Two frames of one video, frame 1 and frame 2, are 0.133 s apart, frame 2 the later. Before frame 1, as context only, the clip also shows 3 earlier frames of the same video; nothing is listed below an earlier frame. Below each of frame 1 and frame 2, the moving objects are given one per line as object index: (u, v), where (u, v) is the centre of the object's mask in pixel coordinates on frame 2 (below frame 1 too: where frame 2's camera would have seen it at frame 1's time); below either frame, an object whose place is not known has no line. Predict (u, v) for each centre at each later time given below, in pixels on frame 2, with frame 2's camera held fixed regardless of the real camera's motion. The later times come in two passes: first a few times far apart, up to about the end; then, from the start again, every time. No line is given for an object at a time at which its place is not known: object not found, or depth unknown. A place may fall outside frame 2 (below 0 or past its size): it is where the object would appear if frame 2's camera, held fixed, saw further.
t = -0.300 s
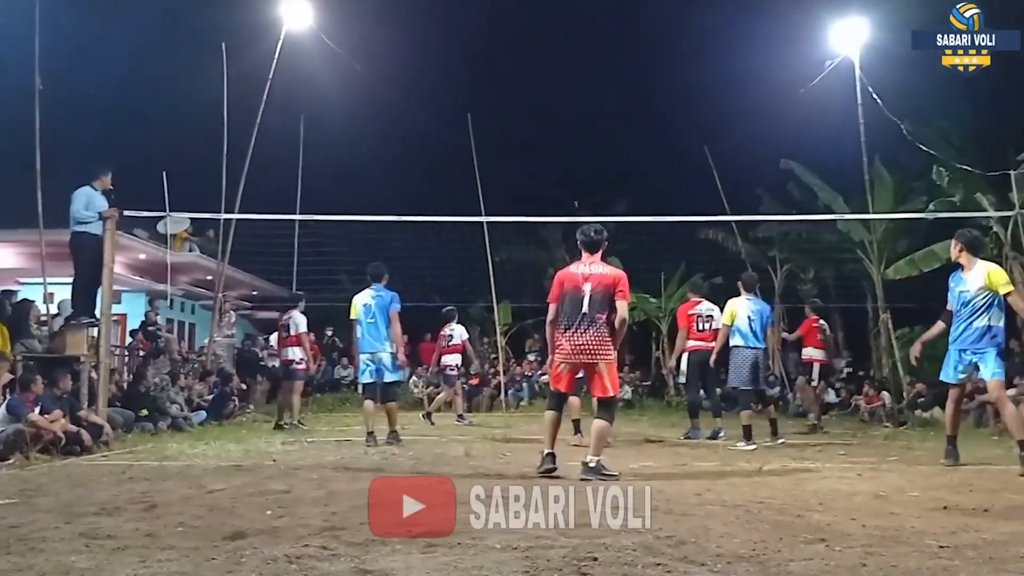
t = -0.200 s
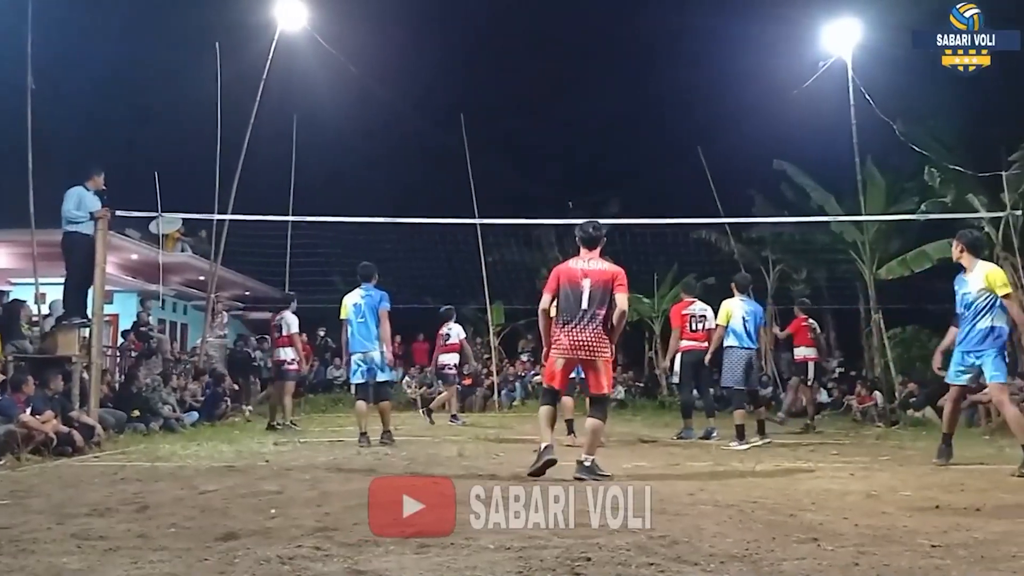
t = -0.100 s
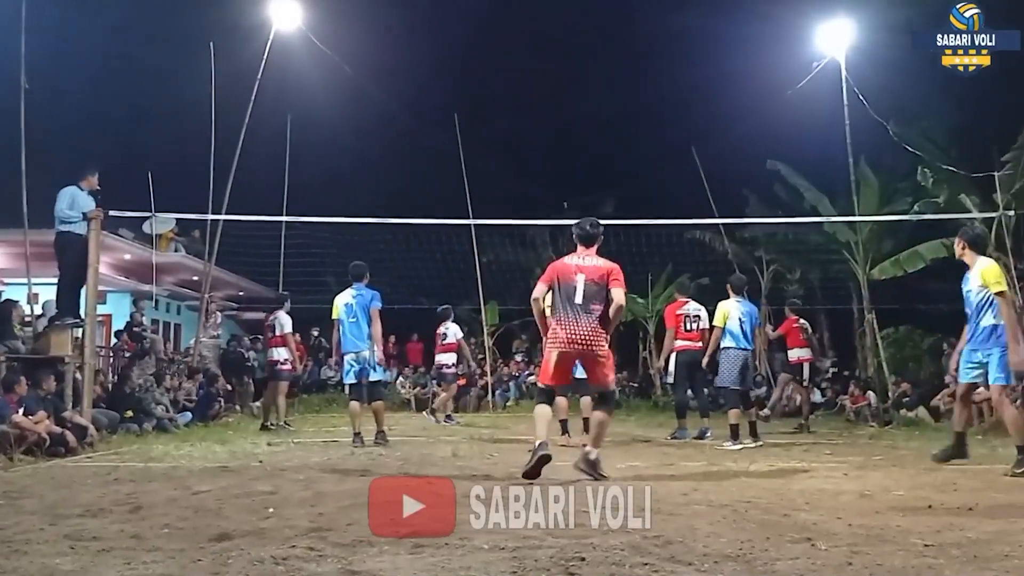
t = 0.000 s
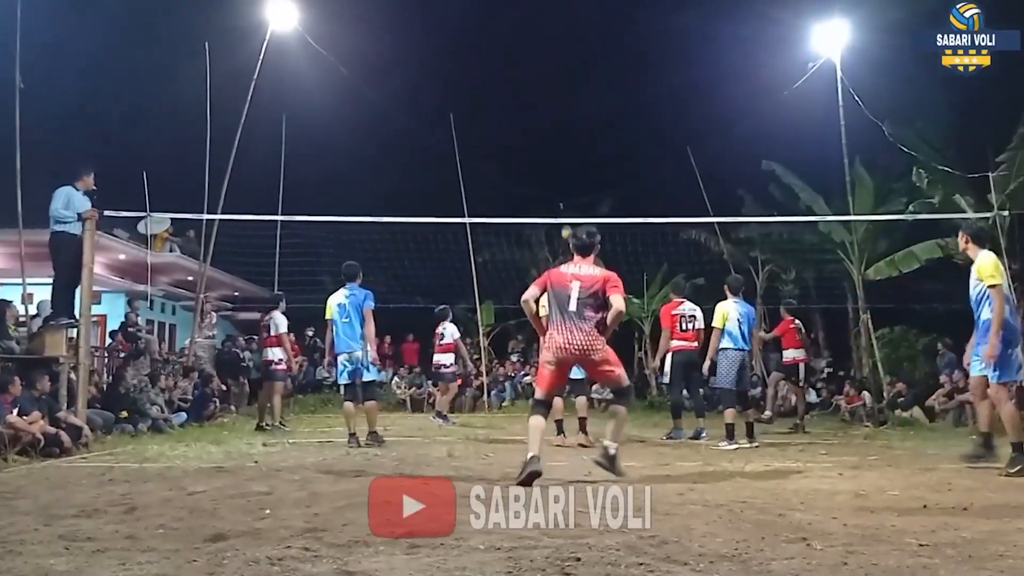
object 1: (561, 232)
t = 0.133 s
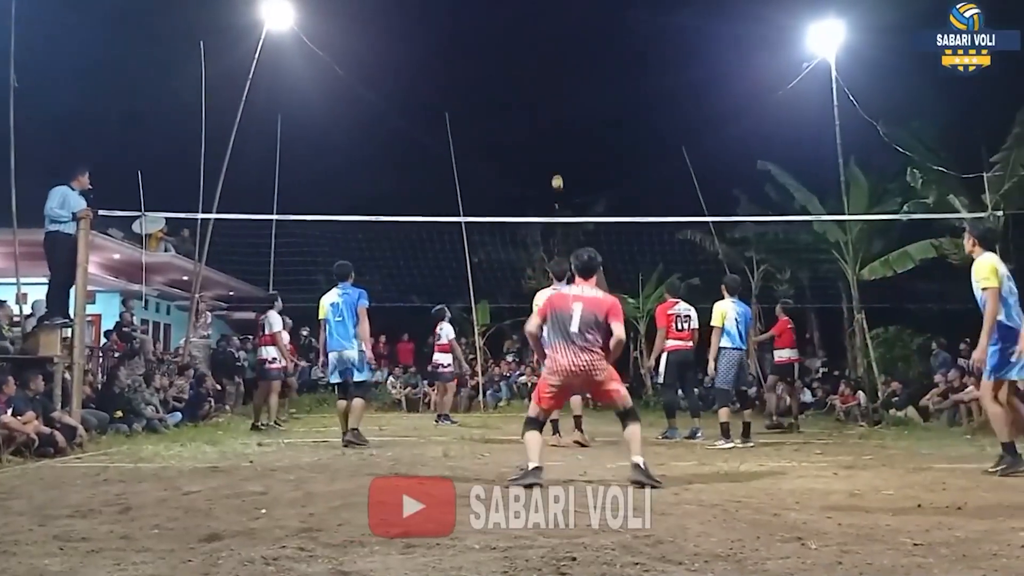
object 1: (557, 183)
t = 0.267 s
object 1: (552, 138)
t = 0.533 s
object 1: (539, 72)
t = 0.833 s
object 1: (520, 40)
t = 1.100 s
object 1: (502, 65)
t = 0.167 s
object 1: (556, 171)
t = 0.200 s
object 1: (554, 159)
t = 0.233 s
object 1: (553, 148)
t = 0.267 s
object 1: (552, 138)
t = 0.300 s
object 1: (550, 128)
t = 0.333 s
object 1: (549, 119)
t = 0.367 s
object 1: (547, 110)
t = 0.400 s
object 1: (545, 101)
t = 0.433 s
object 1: (543, 93)
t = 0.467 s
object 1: (542, 85)
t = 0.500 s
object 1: (540, 79)
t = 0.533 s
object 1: (539, 72)
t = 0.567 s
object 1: (536, 65)
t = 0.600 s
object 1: (535, 61)
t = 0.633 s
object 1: (533, 55)
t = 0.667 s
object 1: (531, 51)
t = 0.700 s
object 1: (529, 47)
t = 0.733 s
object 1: (527, 45)
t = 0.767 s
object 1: (525, 42)
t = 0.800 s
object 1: (523, 41)
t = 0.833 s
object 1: (520, 40)
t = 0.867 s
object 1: (518, 40)
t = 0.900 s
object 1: (516, 41)
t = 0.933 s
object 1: (514, 43)
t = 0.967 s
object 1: (511, 45)
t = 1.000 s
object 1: (509, 49)
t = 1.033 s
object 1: (507, 53)
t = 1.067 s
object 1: (504, 59)
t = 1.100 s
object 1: (502, 65)
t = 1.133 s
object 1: (499, 73)
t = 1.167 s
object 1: (496, 83)
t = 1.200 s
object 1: (494, 91)
